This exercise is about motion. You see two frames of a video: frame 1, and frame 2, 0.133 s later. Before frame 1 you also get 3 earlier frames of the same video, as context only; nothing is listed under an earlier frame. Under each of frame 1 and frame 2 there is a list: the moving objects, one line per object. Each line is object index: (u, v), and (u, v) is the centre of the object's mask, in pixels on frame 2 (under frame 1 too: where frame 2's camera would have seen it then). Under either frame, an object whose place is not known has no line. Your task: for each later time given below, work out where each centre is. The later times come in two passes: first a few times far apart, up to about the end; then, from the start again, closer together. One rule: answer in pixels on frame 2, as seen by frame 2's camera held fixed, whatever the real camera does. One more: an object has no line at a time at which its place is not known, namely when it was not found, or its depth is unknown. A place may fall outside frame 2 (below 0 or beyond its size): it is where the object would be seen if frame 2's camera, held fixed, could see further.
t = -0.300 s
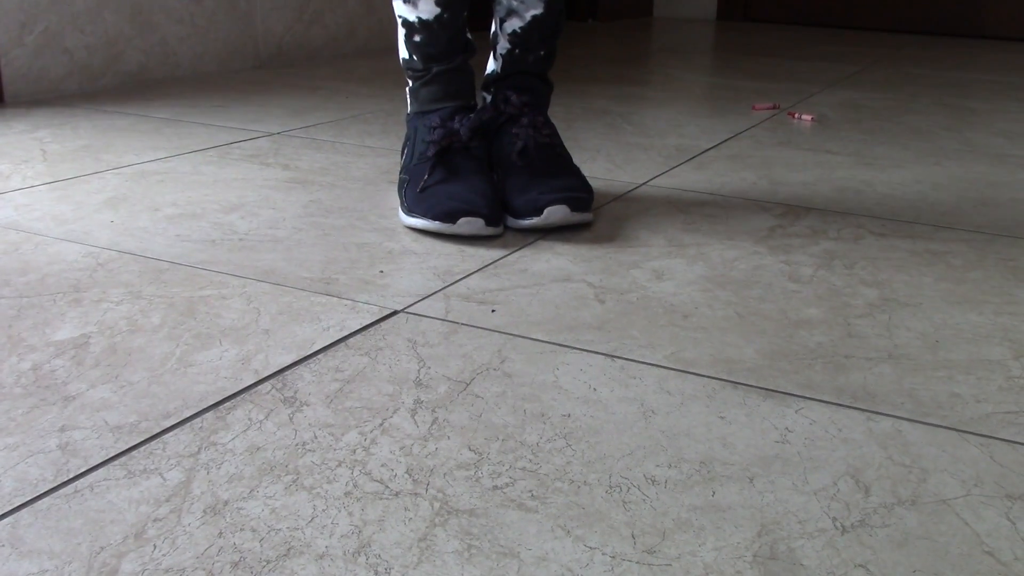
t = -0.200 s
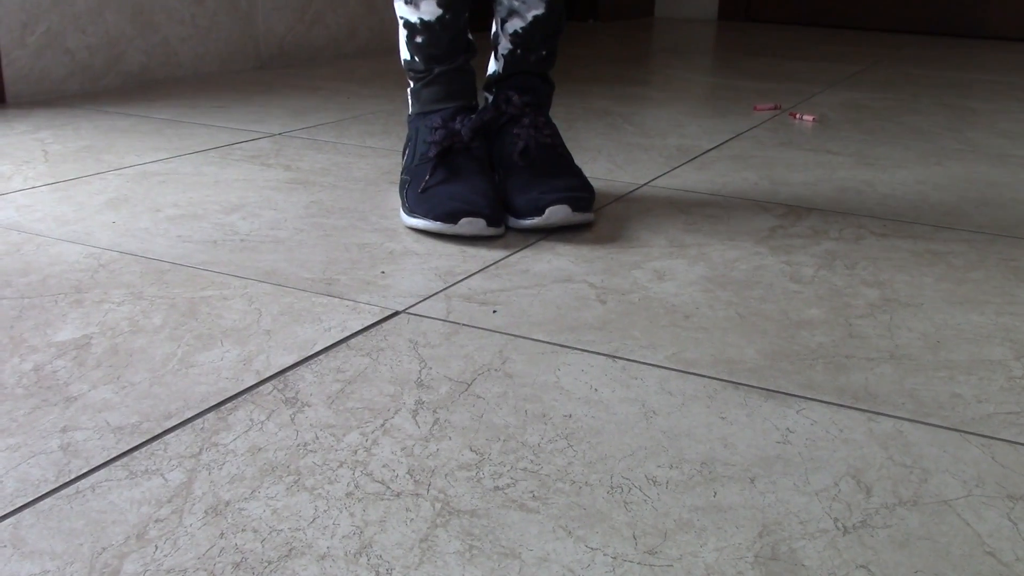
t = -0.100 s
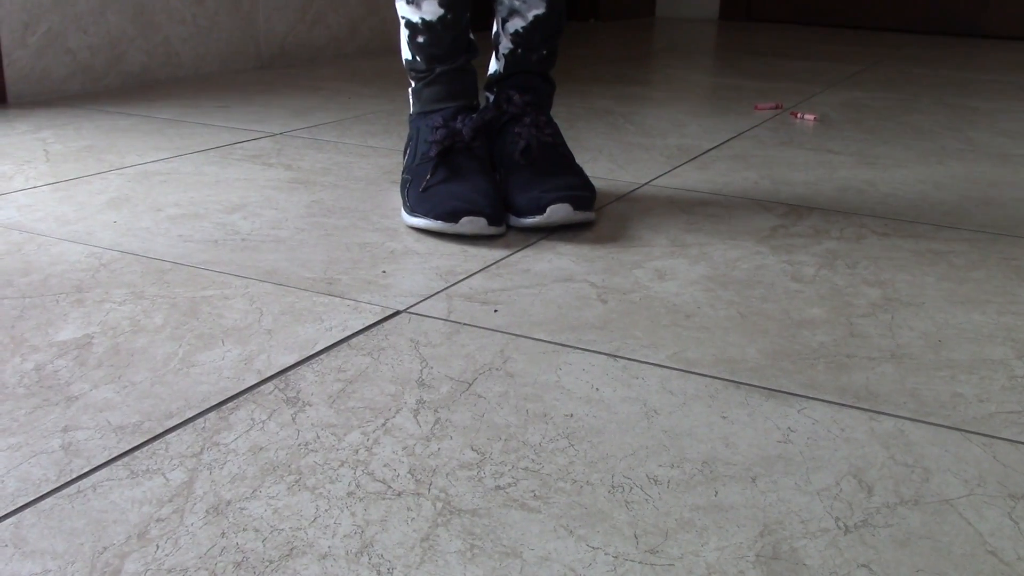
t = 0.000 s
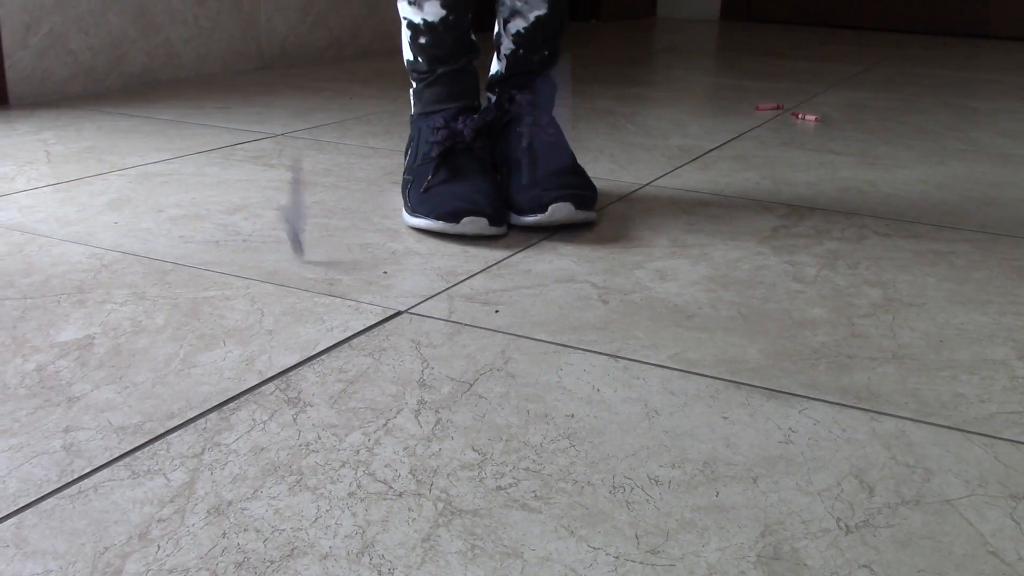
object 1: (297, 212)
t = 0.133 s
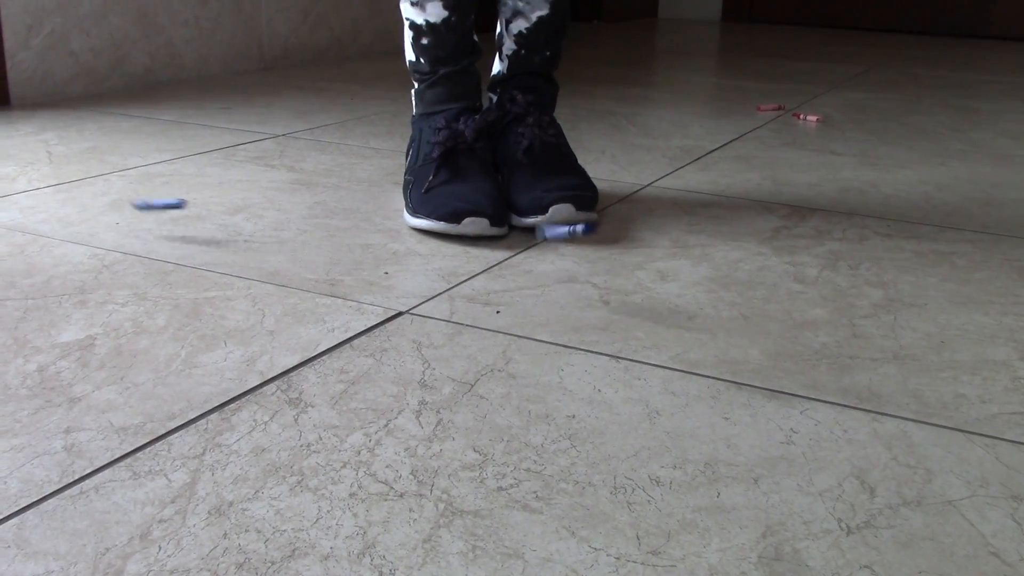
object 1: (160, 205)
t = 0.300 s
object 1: (56, 210)
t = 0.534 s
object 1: (28, 191)
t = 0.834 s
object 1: (20, 171)
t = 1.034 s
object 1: (14, 161)
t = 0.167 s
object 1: (133, 201)
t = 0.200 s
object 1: (109, 210)
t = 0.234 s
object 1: (87, 216)
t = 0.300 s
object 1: (56, 210)
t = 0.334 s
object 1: (45, 208)
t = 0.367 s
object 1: (38, 205)
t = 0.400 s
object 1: (34, 202)
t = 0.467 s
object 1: (31, 196)
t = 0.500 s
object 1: (30, 194)
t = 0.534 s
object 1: (28, 191)
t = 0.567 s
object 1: (27, 188)
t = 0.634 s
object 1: (25, 183)
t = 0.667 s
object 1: (24, 181)
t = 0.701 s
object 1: (23, 179)
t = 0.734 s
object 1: (22, 177)
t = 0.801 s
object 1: (20, 172)
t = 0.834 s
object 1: (20, 171)
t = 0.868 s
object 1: (19, 169)
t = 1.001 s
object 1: (15, 162)
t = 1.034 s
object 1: (14, 161)
